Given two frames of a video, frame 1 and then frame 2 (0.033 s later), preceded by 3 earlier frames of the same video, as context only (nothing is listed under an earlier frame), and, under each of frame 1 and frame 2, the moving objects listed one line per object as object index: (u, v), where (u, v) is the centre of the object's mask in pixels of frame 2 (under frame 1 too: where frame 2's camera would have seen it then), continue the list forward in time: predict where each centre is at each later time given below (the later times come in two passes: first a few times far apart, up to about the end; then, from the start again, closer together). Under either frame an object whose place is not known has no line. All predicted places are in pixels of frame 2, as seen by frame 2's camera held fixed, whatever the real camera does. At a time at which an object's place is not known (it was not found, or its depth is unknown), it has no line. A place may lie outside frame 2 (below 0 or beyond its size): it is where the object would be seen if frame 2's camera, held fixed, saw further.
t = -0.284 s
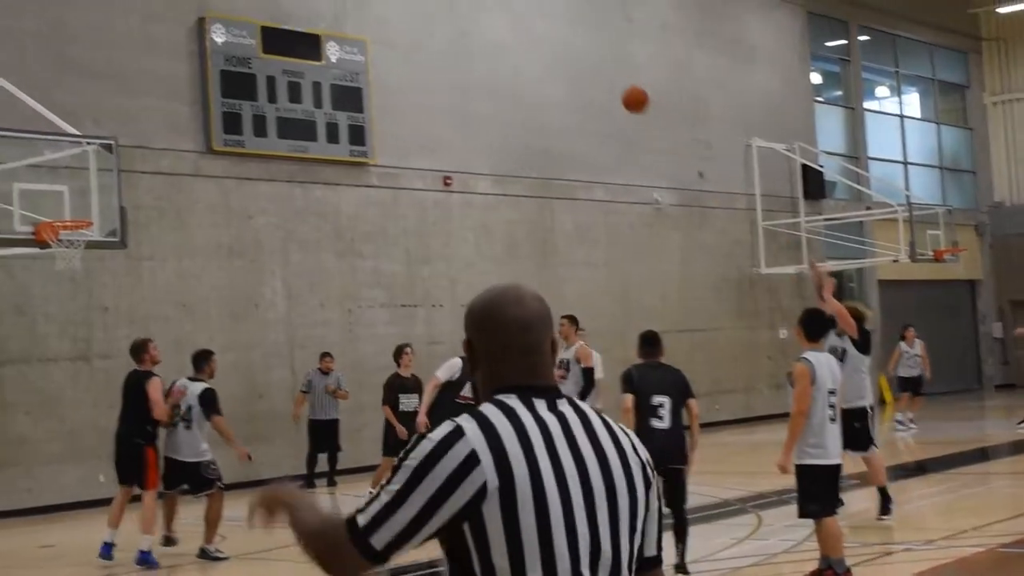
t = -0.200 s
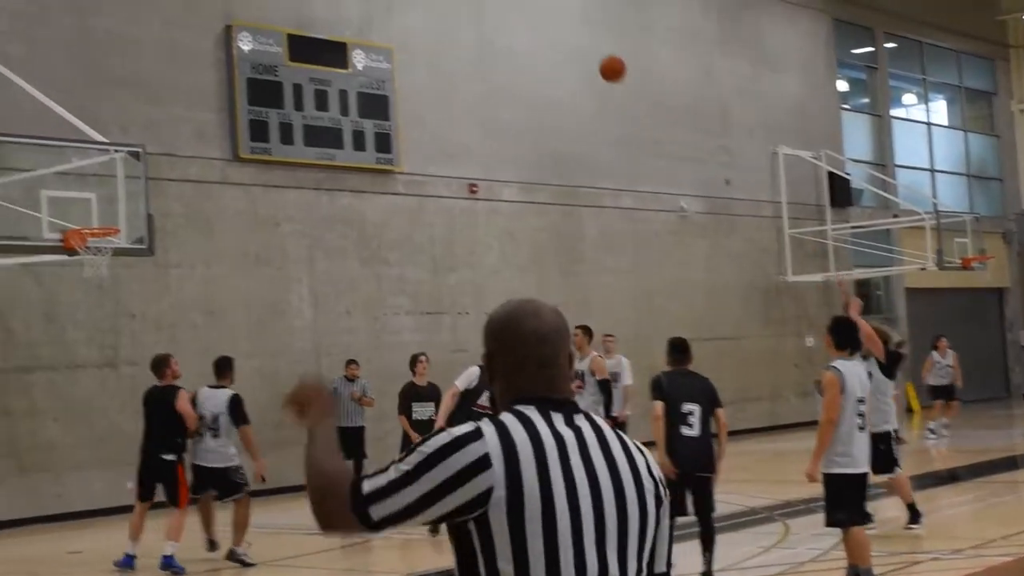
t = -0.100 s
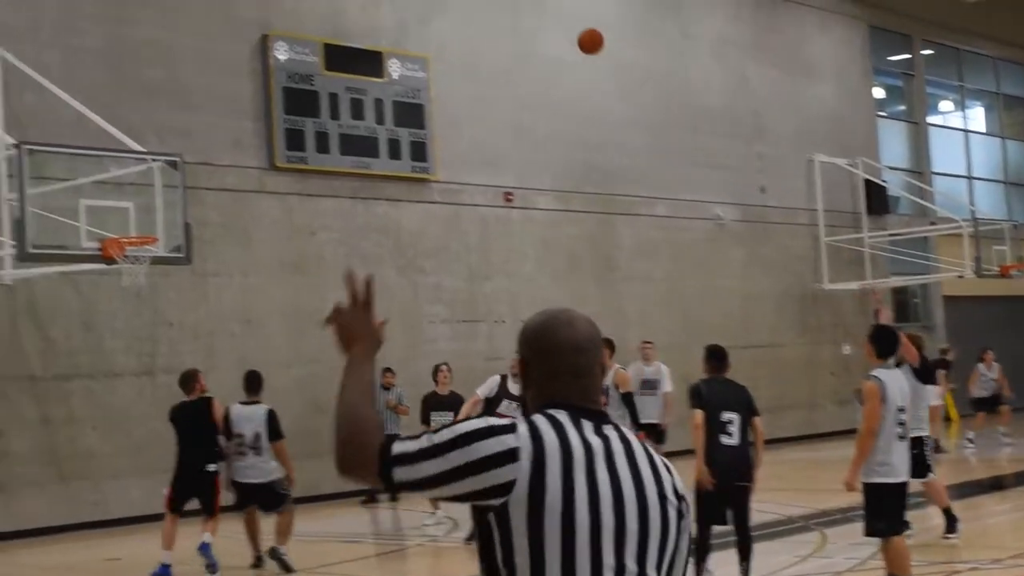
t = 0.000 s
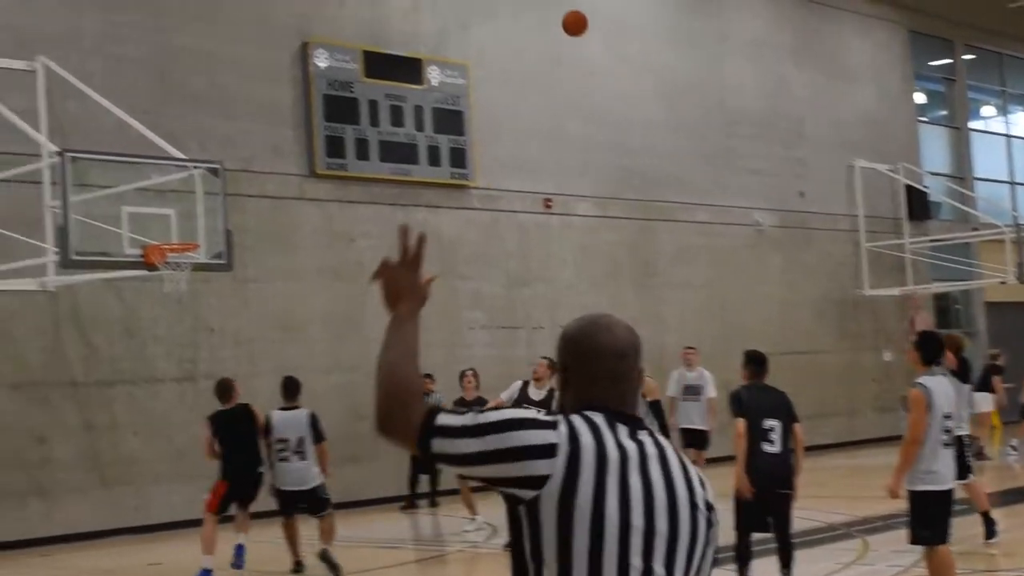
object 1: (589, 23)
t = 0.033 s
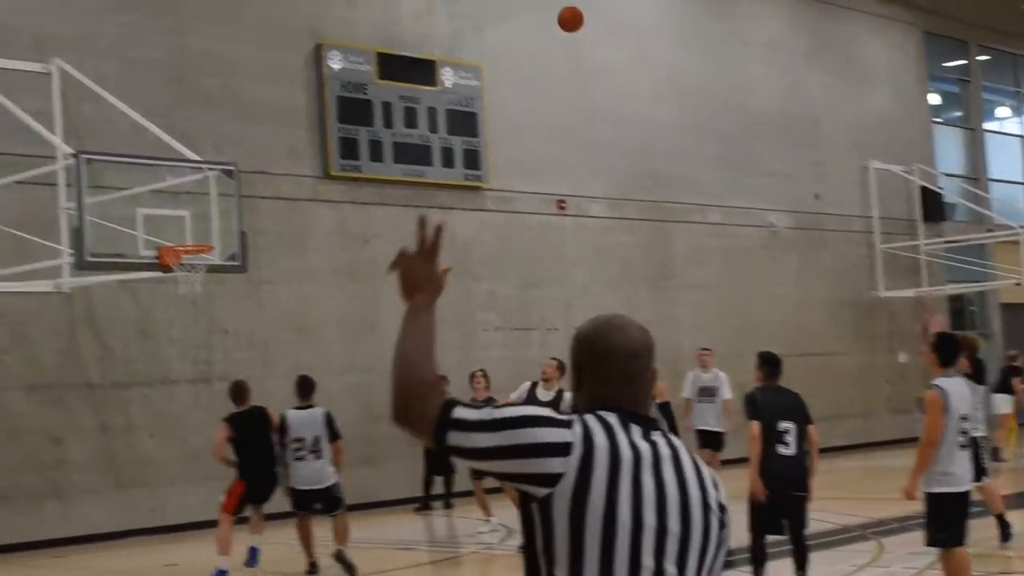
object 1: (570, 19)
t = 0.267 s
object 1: (452, 16)
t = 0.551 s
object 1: (320, 81)
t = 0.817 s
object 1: (205, 211)
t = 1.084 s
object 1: (209, 262)
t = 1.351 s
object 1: (188, 320)
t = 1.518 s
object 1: (175, 389)
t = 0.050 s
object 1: (561, 17)
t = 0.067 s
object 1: (553, 15)
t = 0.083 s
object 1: (545, 14)
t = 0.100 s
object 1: (535, 12)
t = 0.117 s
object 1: (527, 12)
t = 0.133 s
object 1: (518, 11)
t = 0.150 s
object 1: (510, 11)
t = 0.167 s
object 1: (501, 12)
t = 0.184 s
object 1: (493, 12)
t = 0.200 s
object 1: (484, 12)
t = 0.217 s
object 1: (476, 13)
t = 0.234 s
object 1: (468, 14)
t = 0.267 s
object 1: (452, 16)
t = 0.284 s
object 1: (444, 18)
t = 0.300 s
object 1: (436, 20)
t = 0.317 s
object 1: (428, 24)
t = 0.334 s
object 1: (419, 25)
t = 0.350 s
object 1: (412, 28)
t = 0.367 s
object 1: (404, 31)
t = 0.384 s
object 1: (396, 34)
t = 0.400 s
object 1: (388, 38)
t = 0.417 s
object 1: (380, 42)
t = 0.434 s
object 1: (373, 46)
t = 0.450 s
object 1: (365, 50)
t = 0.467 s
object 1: (357, 54)
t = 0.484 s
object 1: (350, 59)
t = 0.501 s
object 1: (342, 64)
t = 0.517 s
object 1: (335, 70)
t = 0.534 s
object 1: (327, 75)
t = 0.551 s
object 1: (320, 81)
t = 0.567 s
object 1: (313, 87)
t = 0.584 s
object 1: (305, 94)
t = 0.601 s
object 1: (298, 101)
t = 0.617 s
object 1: (290, 108)
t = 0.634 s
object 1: (283, 115)
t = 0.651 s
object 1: (276, 122)
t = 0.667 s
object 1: (268, 130)
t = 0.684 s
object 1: (261, 138)
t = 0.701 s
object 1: (254, 146)
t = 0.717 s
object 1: (247, 154)
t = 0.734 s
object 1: (240, 163)
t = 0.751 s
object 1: (233, 172)
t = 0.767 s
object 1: (226, 182)
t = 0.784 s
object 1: (219, 192)
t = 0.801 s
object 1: (211, 201)
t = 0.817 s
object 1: (205, 211)
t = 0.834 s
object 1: (198, 222)
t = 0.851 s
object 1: (191, 232)
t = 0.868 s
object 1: (183, 238)
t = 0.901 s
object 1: (191, 260)
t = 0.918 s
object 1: (197, 263)
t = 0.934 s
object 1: (203, 266)
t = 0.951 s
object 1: (207, 267)
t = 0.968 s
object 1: (209, 264)
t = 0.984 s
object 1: (210, 261)
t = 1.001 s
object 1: (210, 258)
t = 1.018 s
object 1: (210, 258)
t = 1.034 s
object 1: (210, 258)
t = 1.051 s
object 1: (210, 260)
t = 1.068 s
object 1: (209, 261)
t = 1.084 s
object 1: (209, 262)
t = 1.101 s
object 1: (208, 263)
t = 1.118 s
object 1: (206, 267)
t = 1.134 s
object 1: (205, 270)
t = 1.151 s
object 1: (205, 273)
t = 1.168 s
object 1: (204, 274)
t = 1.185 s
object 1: (203, 276)
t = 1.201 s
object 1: (200, 280)
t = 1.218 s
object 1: (199, 285)
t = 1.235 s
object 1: (197, 289)
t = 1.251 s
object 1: (196, 292)
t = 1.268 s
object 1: (194, 296)
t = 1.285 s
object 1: (193, 301)
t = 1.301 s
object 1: (192, 305)
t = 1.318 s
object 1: (190, 310)
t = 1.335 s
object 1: (189, 315)
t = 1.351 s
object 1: (188, 320)
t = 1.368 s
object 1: (186, 327)
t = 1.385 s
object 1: (184, 332)
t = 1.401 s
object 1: (183, 339)
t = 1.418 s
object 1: (182, 345)
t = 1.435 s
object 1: (181, 351)
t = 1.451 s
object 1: (179, 359)
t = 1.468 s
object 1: (178, 367)
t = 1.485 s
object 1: (176, 374)
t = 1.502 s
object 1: (176, 381)
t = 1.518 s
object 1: (175, 389)
